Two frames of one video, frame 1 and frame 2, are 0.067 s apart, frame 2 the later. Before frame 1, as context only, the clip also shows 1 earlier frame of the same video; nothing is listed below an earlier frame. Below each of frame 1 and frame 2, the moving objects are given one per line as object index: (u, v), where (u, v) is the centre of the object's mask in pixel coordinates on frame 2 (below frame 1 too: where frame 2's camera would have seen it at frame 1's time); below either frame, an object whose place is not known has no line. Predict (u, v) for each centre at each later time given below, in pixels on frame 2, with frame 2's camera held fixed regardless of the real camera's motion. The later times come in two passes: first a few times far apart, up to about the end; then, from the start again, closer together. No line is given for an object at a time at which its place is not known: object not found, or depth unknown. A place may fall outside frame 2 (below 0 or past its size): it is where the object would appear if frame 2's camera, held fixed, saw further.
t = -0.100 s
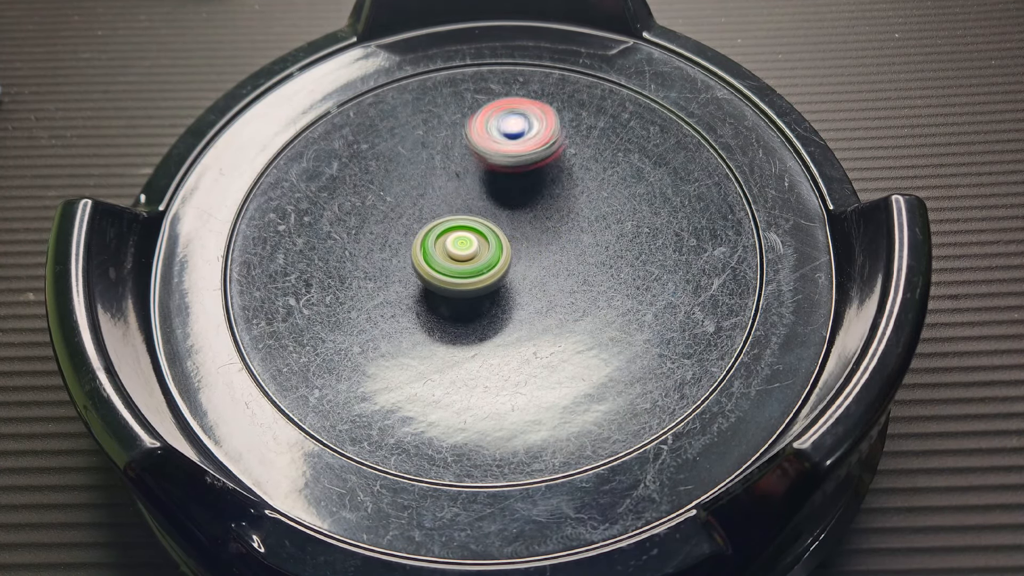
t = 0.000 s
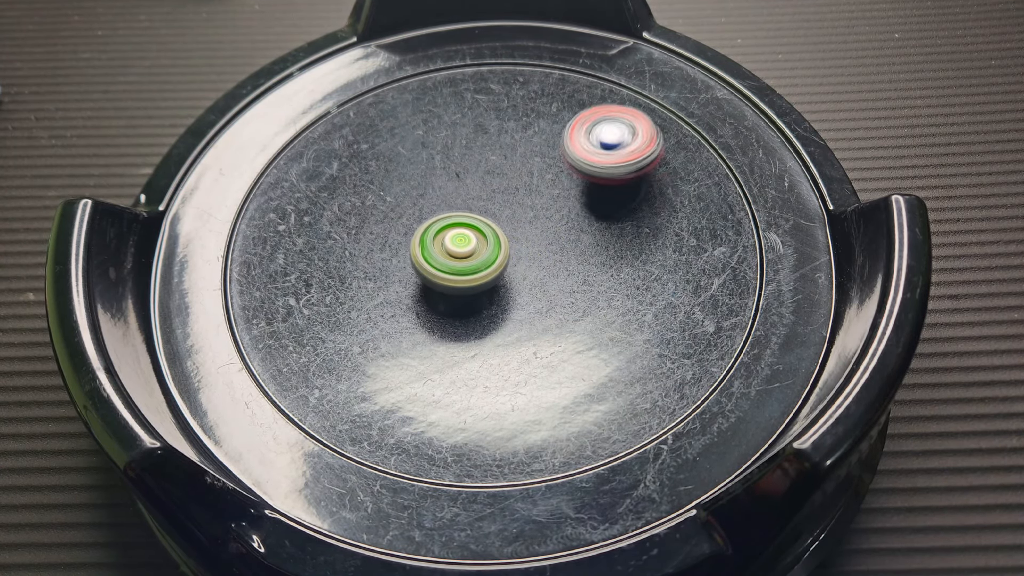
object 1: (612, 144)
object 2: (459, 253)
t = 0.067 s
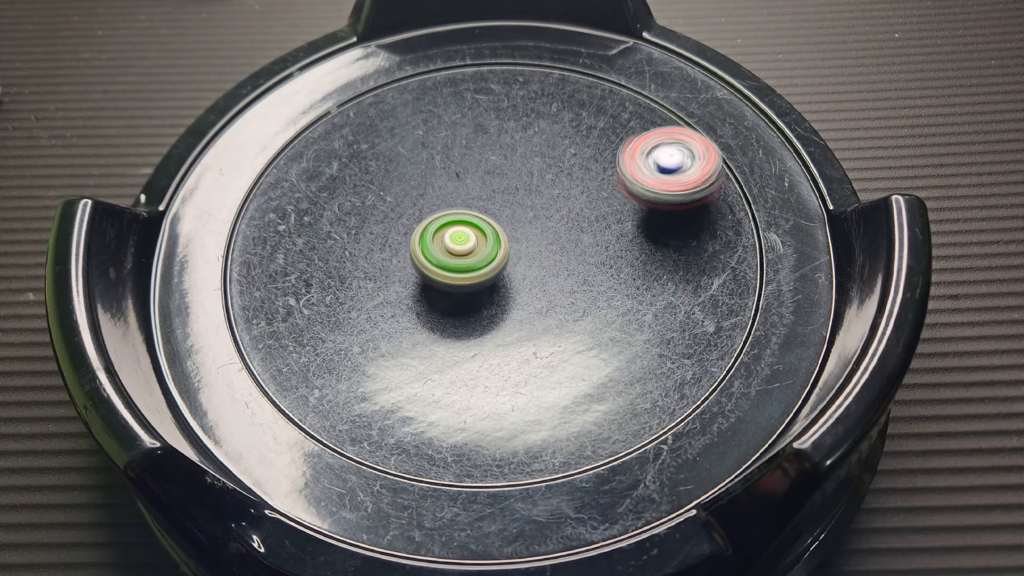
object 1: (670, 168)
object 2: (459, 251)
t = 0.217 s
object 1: (741, 279)
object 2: (459, 245)
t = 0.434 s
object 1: (492, 387)
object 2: (462, 239)
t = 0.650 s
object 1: (339, 209)
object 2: (469, 233)
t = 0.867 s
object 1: (443, 70)
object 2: (478, 228)
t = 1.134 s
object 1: (649, 158)
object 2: (487, 225)
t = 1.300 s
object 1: (597, 318)
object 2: (494, 226)
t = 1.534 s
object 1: (317, 363)
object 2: (505, 229)
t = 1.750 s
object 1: (258, 200)
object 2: (512, 231)
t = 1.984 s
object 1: (490, 136)
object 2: (515, 238)
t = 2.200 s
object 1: (662, 239)
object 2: (517, 246)
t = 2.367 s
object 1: (661, 380)
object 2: (515, 252)
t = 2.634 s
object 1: (368, 352)
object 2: (512, 261)
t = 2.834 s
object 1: (385, 177)
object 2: (507, 265)
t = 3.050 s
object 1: (541, 87)
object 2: (498, 268)
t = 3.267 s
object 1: (691, 166)
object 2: (488, 267)
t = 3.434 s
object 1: (611, 311)
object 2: (479, 265)
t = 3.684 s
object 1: (330, 305)
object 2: (467, 261)
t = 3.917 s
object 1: (289, 144)
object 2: (460, 257)
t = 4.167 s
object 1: (517, 128)
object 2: (462, 248)
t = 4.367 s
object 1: (631, 260)
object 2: (464, 241)
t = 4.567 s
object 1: (558, 416)
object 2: (469, 236)
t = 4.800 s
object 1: (333, 356)
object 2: (477, 230)
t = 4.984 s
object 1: (378, 200)
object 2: (483, 227)
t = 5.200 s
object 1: (537, 101)
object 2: (496, 230)
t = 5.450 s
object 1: (706, 173)
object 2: (504, 231)
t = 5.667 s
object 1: (551, 328)
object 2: (509, 234)
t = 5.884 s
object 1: (327, 282)
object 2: (511, 241)
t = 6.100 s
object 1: (294, 138)
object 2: (513, 250)
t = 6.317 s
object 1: (479, 118)
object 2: (512, 255)
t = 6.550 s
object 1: (633, 254)
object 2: (493, 267)
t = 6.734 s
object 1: (621, 390)
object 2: (485, 275)
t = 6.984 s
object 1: (384, 378)
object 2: (478, 278)
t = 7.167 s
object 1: (386, 220)
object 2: (474, 274)
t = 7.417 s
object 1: (534, 103)
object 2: (466, 262)
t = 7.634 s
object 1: (675, 151)
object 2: (459, 250)
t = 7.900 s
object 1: (505, 320)
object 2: (456, 240)
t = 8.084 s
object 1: (332, 287)
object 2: (462, 236)
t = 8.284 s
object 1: (285, 167)
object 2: (473, 230)
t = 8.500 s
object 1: (460, 137)
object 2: (483, 224)
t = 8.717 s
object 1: (629, 82)
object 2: (489, 333)
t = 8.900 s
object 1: (631, 141)
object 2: (540, 331)
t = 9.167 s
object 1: (495, 168)
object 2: (572, 414)
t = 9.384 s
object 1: (446, 152)
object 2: (587, 405)
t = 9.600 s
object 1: (449, 216)
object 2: (569, 347)
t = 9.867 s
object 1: (394, 297)
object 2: (534, 306)
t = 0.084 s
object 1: (683, 176)
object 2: (459, 250)
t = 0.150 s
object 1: (728, 221)
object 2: (459, 248)
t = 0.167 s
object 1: (734, 234)
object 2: (460, 247)
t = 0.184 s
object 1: (739, 248)
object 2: (459, 246)
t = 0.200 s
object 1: (741, 263)
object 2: (459, 245)
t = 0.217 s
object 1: (741, 279)
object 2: (459, 245)
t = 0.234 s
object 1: (737, 297)
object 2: (460, 244)
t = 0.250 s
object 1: (730, 313)
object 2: (460, 243)
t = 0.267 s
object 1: (720, 329)
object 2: (460, 243)
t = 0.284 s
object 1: (705, 344)
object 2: (460, 242)
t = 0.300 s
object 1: (688, 356)
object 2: (460, 242)
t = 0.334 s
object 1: (646, 377)
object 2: (461, 241)
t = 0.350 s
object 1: (623, 385)
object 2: (461, 241)
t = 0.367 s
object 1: (597, 391)
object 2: (461, 240)
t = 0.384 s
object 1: (569, 394)
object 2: (461, 240)
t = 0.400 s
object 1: (544, 394)
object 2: (462, 239)
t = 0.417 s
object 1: (518, 391)
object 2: (462, 239)
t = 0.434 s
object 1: (492, 387)
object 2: (462, 239)
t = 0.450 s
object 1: (468, 379)
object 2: (462, 238)
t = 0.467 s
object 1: (447, 371)
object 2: (463, 238)
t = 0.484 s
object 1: (428, 363)
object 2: (463, 237)
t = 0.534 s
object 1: (379, 323)
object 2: (464, 236)
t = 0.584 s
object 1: (350, 282)
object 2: (466, 235)
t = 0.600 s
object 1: (341, 252)
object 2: (467, 235)
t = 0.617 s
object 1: (339, 237)
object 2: (468, 234)
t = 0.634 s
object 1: (338, 222)
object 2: (468, 233)
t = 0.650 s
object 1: (339, 209)
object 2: (469, 233)
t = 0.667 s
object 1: (340, 195)
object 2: (469, 232)
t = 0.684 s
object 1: (343, 181)
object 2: (470, 232)
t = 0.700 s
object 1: (348, 168)
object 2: (471, 232)
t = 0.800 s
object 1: (396, 100)
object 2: (475, 229)
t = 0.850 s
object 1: (430, 76)
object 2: (477, 228)
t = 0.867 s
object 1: (443, 70)
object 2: (478, 228)
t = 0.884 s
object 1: (458, 65)
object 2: (478, 227)
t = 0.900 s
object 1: (472, 61)
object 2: (479, 227)
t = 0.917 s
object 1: (487, 58)
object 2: (479, 227)
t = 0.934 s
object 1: (502, 57)
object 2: (480, 227)
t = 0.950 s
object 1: (517, 56)
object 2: (480, 227)
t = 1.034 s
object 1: (592, 82)
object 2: (483, 226)
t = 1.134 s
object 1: (649, 158)
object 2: (487, 225)
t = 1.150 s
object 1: (653, 174)
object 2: (487, 225)
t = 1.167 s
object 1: (655, 190)
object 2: (488, 225)
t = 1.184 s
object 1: (655, 208)
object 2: (489, 225)
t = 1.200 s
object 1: (653, 224)
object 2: (489, 225)
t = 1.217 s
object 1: (649, 240)
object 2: (490, 225)
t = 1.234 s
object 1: (642, 257)
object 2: (491, 226)
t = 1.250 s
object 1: (634, 274)
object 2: (491, 226)
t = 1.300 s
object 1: (597, 318)
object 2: (494, 226)
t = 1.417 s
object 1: (463, 377)
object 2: (499, 227)
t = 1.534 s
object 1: (317, 363)
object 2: (505, 229)
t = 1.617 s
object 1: (246, 316)
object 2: (508, 230)
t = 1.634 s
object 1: (236, 303)
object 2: (509, 230)
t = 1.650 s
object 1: (229, 288)
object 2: (509, 230)
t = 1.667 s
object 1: (228, 274)
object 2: (510, 230)
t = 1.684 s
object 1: (232, 258)
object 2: (510, 230)
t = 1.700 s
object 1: (236, 242)
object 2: (511, 231)
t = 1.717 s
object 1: (240, 228)
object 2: (511, 231)
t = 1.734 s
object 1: (248, 213)
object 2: (511, 231)
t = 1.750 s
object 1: (258, 200)
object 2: (512, 231)
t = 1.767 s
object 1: (268, 188)
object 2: (513, 232)
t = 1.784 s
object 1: (282, 175)
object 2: (513, 232)
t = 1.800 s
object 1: (296, 166)
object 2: (513, 232)
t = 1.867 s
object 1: (362, 138)
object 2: (514, 234)
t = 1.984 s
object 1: (490, 136)
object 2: (515, 238)
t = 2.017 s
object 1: (525, 143)
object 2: (516, 239)
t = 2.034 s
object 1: (542, 149)
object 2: (516, 240)
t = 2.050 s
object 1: (557, 155)
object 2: (517, 241)
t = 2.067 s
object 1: (571, 162)
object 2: (517, 241)
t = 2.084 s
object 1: (586, 170)
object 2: (517, 242)
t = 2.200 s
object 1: (662, 239)
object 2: (517, 246)
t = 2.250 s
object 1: (679, 277)
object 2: (517, 248)
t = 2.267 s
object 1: (682, 291)
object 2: (516, 248)
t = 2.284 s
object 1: (684, 306)
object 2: (516, 249)
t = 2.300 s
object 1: (684, 321)
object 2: (516, 249)
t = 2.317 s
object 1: (683, 335)
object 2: (516, 250)
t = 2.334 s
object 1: (679, 351)
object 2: (516, 251)
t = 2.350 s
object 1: (671, 366)
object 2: (515, 251)
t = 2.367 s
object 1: (661, 380)
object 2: (515, 252)
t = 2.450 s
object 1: (577, 432)
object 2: (515, 256)
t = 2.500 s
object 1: (504, 439)
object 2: (514, 257)
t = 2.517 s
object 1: (482, 435)
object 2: (514, 258)
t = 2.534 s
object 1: (460, 430)
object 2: (514, 259)
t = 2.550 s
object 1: (439, 421)
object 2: (514, 259)
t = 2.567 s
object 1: (419, 407)
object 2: (513, 259)
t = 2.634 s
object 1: (368, 352)
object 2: (512, 261)
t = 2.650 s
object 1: (360, 334)
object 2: (511, 261)
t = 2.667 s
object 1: (354, 320)
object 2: (511, 262)
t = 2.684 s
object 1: (351, 303)
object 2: (511, 262)
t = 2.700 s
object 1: (350, 288)
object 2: (510, 263)
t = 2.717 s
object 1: (349, 273)
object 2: (510, 263)
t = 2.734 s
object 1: (351, 257)
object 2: (509, 263)
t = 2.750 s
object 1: (354, 242)
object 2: (509, 264)
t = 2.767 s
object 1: (358, 227)
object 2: (509, 264)
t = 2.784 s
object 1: (364, 213)
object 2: (508, 264)
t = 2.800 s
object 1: (371, 199)
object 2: (508, 265)
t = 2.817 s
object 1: (378, 189)
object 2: (507, 265)
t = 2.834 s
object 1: (385, 177)
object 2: (507, 265)
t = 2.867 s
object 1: (405, 156)
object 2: (505, 266)
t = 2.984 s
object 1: (487, 102)
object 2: (501, 267)
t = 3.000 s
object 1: (500, 97)
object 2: (500, 267)
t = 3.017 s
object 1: (514, 93)
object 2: (500, 268)
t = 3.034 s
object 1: (528, 89)
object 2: (499, 268)
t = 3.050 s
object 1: (541, 87)
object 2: (498, 268)
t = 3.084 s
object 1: (571, 86)
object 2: (496, 268)
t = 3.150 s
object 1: (626, 96)
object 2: (493, 267)
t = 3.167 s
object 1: (639, 102)
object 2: (492, 267)
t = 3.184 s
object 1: (651, 109)
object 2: (492, 267)
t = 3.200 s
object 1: (663, 118)
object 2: (491, 267)
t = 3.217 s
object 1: (671, 128)
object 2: (491, 267)
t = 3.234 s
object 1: (680, 139)
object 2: (490, 267)
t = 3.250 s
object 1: (687, 151)
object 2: (489, 267)
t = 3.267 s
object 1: (691, 166)
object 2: (488, 267)
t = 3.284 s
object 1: (692, 181)
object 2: (487, 267)
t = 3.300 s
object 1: (692, 196)
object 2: (487, 267)
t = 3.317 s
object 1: (691, 213)
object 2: (486, 267)
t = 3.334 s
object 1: (686, 228)
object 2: (485, 267)
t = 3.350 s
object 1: (679, 245)
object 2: (484, 266)
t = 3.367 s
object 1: (669, 258)
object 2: (483, 266)
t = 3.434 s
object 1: (611, 311)
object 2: (479, 265)
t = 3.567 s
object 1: (449, 346)
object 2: (473, 260)
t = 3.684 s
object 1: (330, 305)
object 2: (467, 261)
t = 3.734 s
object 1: (295, 273)
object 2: (465, 260)
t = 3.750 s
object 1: (286, 262)
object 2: (464, 260)
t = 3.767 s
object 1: (279, 251)
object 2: (463, 260)
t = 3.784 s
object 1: (274, 240)
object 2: (463, 260)
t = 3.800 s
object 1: (270, 227)
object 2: (462, 259)
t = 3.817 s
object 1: (267, 214)
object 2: (462, 259)
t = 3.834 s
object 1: (266, 203)
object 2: (461, 258)
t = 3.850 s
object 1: (267, 190)
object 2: (461, 258)
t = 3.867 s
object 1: (270, 179)
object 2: (461, 258)
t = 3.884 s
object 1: (274, 166)
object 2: (460, 257)
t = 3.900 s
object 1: (280, 155)
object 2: (460, 257)
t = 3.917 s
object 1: (289, 144)
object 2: (460, 257)
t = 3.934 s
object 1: (298, 135)
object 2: (460, 257)
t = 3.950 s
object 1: (311, 126)
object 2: (460, 256)
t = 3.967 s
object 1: (324, 119)
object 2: (460, 256)
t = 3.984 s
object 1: (338, 114)
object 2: (460, 255)
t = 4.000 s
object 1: (353, 109)
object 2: (460, 255)
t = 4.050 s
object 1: (402, 102)
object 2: (460, 253)
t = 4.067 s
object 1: (419, 103)
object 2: (461, 253)
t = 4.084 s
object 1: (435, 104)
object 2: (460, 252)
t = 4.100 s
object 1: (453, 107)
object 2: (461, 251)
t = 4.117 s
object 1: (469, 111)
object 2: (461, 250)
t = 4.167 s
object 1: (517, 128)
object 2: (462, 248)
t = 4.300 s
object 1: (611, 208)
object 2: (463, 243)
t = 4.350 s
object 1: (629, 247)
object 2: (464, 242)
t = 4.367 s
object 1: (631, 260)
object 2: (464, 241)
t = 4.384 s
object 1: (634, 273)
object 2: (464, 241)
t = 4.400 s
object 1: (635, 287)
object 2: (465, 241)
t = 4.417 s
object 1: (634, 300)
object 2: (465, 240)
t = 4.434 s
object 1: (632, 314)
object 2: (465, 240)
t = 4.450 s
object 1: (629, 327)
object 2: (465, 239)
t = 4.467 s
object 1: (623, 341)
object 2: (466, 239)
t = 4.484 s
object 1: (618, 353)
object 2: (466, 239)
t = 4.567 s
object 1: (558, 416)
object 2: (469, 236)
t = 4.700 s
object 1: (403, 434)
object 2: (473, 233)
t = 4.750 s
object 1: (357, 401)
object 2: (475, 231)
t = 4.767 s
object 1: (347, 387)
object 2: (476, 231)
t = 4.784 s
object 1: (337, 373)
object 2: (476, 230)
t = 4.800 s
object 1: (333, 356)
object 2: (477, 230)
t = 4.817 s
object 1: (327, 341)
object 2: (478, 230)
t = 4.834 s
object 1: (326, 324)
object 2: (478, 229)
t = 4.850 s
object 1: (326, 310)
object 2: (478, 229)
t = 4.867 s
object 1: (328, 293)
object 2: (479, 229)
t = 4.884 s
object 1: (332, 279)
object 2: (479, 228)
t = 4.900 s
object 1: (336, 264)
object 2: (480, 228)
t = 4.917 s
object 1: (344, 250)
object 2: (480, 228)
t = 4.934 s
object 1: (350, 237)
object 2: (481, 228)
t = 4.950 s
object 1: (359, 223)
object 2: (482, 227)
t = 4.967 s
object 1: (369, 212)
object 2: (482, 227)
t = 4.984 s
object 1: (378, 200)
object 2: (483, 227)
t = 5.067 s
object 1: (436, 149)
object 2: (488, 229)
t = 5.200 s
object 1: (537, 101)
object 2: (496, 230)
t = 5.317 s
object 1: (634, 100)
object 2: (500, 230)
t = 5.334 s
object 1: (646, 104)
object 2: (501, 230)
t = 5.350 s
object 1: (660, 110)
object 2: (501, 230)
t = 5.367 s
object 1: (671, 118)
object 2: (502, 230)
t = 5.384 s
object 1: (682, 126)
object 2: (502, 230)
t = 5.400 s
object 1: (691, 136)
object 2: (503, 230)
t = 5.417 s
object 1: (698, 146)
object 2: (503, 230)
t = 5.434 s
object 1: (704, 159)
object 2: (504, 231)
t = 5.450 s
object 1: (706, 173)
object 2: (504, 231)
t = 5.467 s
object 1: (706, 188)
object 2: (505, 231)
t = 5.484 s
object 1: (706, 202)
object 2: (505, 231)
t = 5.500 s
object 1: (702, 219)
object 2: (506, 232)
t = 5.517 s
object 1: (695, 233)
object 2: (506, 232)
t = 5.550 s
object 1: (675, 262)
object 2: (507, 232)
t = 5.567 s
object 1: (662, 275)
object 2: (507, 232)
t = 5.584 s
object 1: (647, 286)
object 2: (507, 232)
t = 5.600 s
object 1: (630, 299)
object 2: (508, 233)
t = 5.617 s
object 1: (611, 307)
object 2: (508, 233)
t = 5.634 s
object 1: (592, 316)
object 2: (508, 234)
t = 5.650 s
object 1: (572, 323)
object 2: (508, 234)
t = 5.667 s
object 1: (551, 328)
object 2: (509, 234)
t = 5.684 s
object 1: (530, 333)
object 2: (509, 235)
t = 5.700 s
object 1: (510, 334)
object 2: (509, 236)
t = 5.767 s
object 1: (432, 330)
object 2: (509, 238)
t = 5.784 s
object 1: (413, 326)
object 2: (509, 238)
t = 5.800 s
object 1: (395, 320)
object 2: (510, 238)
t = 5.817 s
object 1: (379, 314)
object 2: (510, 239)
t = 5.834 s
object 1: (364, 307)
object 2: (510, 240)
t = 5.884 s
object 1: (327, 282)
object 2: (511, 241)
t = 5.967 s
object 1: (287, 228)
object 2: (511, 246)
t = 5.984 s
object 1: (282, 215)
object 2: (512, 246)
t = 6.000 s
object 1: (279, 205)
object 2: (512, 247)
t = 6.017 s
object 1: (277, 192)
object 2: (512, 248)
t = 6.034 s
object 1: (277, 182)
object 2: (512, 248)
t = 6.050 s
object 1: (279, 171)
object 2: (513, 249)
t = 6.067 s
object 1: (282, 160)
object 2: (513, 249)
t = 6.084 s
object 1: (287, 148)
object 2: (513, 250)
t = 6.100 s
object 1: (294, 138)
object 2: (513, 250)
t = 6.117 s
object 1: (302, 129)
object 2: (513, 250)
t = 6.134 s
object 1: (313, 121)
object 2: (513, 251)
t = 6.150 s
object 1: (325, 114)
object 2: (513, 251)
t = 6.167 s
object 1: (339, 109)
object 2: (513, 252)
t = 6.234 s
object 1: (399, 100)
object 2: (513, 254)
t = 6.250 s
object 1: (415, 101)
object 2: (513, 254)
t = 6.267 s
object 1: (433, 104)
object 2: (513, 254)
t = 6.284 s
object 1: (447, 107)
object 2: (513, 255)
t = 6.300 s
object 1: (464, 112)
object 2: (513, 255)
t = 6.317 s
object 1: (479, 118)
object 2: (512, 255)
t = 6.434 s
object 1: (569, 181)
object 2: (510, 258)
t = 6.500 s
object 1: (610, 222)
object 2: (499, 263)
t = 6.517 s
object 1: (619, 233)
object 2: (496, 265)
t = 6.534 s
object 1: (627, 243)
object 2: (494, 265)
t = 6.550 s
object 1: (633, 254)
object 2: (493, 267)
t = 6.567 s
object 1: (637, 265)
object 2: (492, 268)
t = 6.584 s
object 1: (642, 276)
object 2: (491, 269)
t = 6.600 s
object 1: (643, 289)
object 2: (490, 270)
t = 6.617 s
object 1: (646, 300)
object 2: (489, 271)
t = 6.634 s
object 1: (646, 314)
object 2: (489, 271)
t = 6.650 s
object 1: (646, 325)
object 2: (488, 272)
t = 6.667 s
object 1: (645, 339)
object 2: (488, 272)
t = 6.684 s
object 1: (641, 351)
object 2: (487, 273)
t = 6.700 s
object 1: (638, 366)
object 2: (486, 274)
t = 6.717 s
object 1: (630, 379)
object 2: (485, 274)
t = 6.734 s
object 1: (621, 390)
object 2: (485, 275)
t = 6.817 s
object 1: (549, 439)
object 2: (481, 278)
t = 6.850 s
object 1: (510, 447)
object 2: (480, 278)
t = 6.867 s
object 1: (489, 448)
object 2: (480, 278)
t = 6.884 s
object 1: (470, 443)
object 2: (480, 279)
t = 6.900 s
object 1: (452, 438)
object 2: (479, 279)
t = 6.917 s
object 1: (434, 429)
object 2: (479, 279)
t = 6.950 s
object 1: (406, 406)
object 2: (479, 279)
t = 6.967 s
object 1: (395, 392)
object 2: (478, 278)
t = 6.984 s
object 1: (384, 378)
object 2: (478, 278)
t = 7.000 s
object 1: (378, 364)
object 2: (477, 278)
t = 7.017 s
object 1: (371, 349)
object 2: (477, 278)
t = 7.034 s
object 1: (368, 334)
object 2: (477, 277)
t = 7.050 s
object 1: (364, 318)
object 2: (476, 277)
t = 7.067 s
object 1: (365, 303)
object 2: (476, 276)
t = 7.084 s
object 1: (365, 289)
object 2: (475, 276)
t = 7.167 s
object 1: (386, 220)
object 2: (474, 274)
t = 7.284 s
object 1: (444, 150)
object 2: (470, 268)
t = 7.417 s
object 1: (534, 103)
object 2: (466, 262)
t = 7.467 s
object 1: (571, 97)
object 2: (464, 259)
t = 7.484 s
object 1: (585, 96)
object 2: (464, 258)
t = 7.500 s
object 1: (596, 97)
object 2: (463, 257)
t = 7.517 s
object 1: (610, 98)
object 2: (462, 256)
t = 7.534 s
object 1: (622, 103)
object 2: (462, 255)
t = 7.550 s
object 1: (634, 107)
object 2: (461, 254)
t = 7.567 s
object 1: (645, 113)
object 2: (461, 254)
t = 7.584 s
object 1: (655, 121)
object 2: (460, 253)
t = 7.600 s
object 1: (664, 131)
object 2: (460, 252)
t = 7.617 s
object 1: (670, 140)
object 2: (459, 251)
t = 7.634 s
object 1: (675, 151)
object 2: (459, 250)
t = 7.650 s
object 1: (678, 165)
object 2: (459, 249)
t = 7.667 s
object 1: (679, 178)
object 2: (459, 248)
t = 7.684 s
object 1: (677, 192)
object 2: (459, 248)
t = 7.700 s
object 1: (674, 206)
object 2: (458, 247)
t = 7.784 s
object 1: (625, 273)
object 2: (457, 243)
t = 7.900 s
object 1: (505, 320)
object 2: (456, 240)
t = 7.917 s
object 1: (487, 323)
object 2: (456, 239)
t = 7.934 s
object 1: (469, 323)
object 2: (457, 237)
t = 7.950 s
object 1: (452, 324)
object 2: (458, 237)
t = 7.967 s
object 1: (436, 322)
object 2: (459, 237)
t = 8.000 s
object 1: (403, 316)
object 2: (459, 238)
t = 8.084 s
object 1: (332, 287)
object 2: (462, 236)
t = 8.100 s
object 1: (322, 279)
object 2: (463, 235)
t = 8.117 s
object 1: (311, 269)
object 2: (463, 235)
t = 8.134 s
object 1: (302, 261)
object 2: (465, 234)
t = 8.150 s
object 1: (294, 251)
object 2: (465, 234)
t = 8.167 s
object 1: (288, 240)
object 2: (466, 233)
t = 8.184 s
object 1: (282, 230)
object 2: (467, 233)
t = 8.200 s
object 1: (278, 220)
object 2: (468, 232)
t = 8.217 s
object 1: (276, 209)
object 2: (469, 232)
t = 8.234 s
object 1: (275, 199)
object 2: (470, 231)
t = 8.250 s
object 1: (277, 187)
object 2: (471, 231)
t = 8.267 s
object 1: (280, 176)
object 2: (472, 230)
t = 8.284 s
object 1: (285, 167)
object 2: (473, 230)
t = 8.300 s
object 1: (292, 158)
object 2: (474, 229)
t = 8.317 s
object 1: (302, 150)
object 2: (475, 229)
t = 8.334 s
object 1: (313, 142)
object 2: (476, 228)
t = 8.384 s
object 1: (353, 129)
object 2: (479, 227)
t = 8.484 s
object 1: (445, 133)
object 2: (482, 224)
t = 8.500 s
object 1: (460, 137)
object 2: (483, 224)
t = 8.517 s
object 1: (474, 142)
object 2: (484, 225)
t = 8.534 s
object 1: (493, 131)
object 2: (480, 239)
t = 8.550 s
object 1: (510, 121)
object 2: (476, 256)
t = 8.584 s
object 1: (542, 102)
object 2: (471, 284)
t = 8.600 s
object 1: (557, 94)
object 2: (470, 295)
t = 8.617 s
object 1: (570, 88)
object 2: (469, 305)
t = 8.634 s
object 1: (582, 84)
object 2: (470, 313)
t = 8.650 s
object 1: (594, 81)
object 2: (472, 319)
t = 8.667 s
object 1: (603, 79)
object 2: (475, 324)
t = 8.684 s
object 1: (613, 79)
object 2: (478, 328)
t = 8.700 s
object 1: (621, 81)
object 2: (483, 330)
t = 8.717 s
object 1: (629, 82)
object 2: (489, 333)
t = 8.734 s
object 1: (634, 85)
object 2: (494, 334)
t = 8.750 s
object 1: (639, 88)
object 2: (499, 335)
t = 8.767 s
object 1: (642, 93)
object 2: (504, 336)
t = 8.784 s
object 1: (644, 96)
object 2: (509, 336)
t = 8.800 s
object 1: (645, 102)
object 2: (514, 336)
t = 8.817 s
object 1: (644, 107)
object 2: (520, 336)
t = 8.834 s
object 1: (644, 114)
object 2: (524, 335)
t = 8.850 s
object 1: (641, 119)
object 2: (528, 334)
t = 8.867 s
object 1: (639, 127)
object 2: (532, 334)
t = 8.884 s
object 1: (634, 134)
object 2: (536, 332)
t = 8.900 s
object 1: (631, 141)
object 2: (540, 331)
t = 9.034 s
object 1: (571, 211)
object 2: (561, 318)
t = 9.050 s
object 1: (563, 219)
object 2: (562, 316)
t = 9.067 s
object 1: (552, 227)
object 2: (564, 315)
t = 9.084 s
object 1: (542, 223)
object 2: (566, 330)
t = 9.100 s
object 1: (531, 210)
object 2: (568, 350)
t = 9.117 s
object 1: (522, 197)
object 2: (570, 371)
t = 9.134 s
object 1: (513, 187)
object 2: (571, 389)
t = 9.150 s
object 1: (504, 176)
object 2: (572, 404)
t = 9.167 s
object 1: (495, 168)
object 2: (572, 414)
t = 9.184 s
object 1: (488, 159)
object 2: (573, 425)
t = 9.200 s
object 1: (480, 153)
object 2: (576, 432)
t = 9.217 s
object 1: (474, 147)
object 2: (578, 438)
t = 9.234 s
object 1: (468, 143)
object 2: (580, 438)
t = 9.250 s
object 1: (463, 140)
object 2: (580, 435)
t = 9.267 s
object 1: (458, 138)
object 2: (581, 432)
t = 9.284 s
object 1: (455, 138)
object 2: (583, 429)
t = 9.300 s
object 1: (452, 139)
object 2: (584, 425)
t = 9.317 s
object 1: (450, 140)
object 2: (585, 421)
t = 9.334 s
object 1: (449, 143)
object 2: (586, 417)
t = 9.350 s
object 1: (447, 146)
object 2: (586, 414)
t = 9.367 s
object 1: (447, 149)
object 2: (587, 409)
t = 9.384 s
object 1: (446, 152)
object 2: (587, 405)
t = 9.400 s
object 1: (447, 156)
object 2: (587, 401)
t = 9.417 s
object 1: (447, 161)
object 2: (587, 396)
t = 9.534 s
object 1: (450, 193)
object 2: (578, 363)
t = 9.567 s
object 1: (450, 205)
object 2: (573, 354)
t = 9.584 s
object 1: (450, 210)
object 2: (571, 351)
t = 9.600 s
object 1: (449, 216)
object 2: (569, 347)
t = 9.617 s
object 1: (447, 221)
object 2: (567, 344)
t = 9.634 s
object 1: (445, 226)
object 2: (565, 341)
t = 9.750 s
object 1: (420, 264)
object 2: (550, 322)
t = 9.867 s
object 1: (394, 297)
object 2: (534, 306)
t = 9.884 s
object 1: (393, 301)
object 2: (532, 303)
